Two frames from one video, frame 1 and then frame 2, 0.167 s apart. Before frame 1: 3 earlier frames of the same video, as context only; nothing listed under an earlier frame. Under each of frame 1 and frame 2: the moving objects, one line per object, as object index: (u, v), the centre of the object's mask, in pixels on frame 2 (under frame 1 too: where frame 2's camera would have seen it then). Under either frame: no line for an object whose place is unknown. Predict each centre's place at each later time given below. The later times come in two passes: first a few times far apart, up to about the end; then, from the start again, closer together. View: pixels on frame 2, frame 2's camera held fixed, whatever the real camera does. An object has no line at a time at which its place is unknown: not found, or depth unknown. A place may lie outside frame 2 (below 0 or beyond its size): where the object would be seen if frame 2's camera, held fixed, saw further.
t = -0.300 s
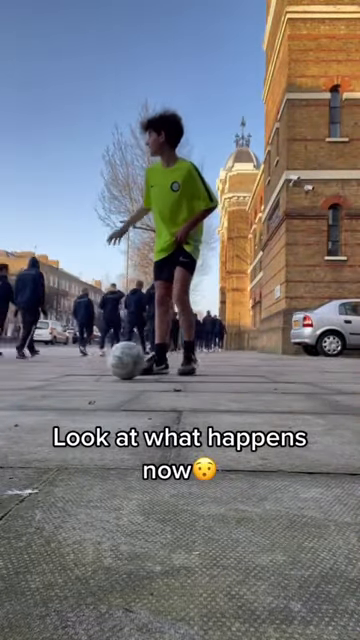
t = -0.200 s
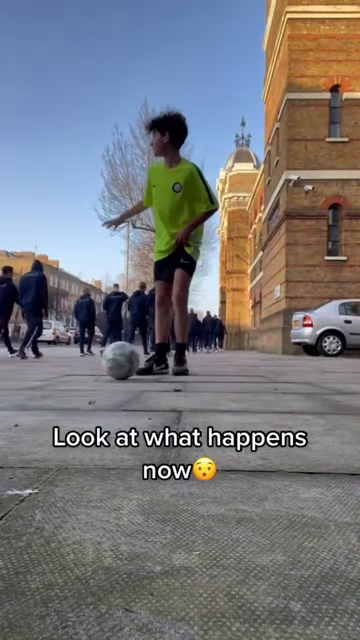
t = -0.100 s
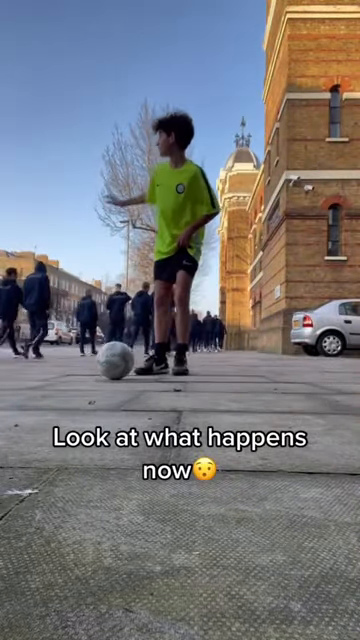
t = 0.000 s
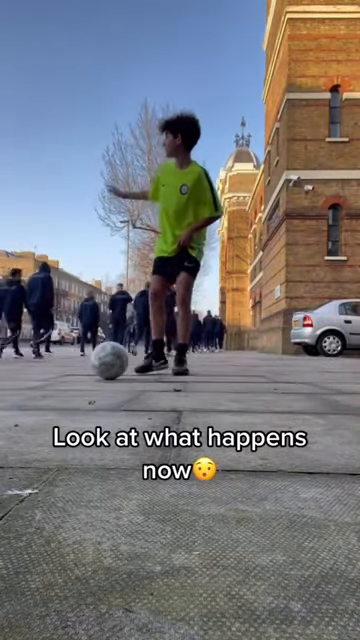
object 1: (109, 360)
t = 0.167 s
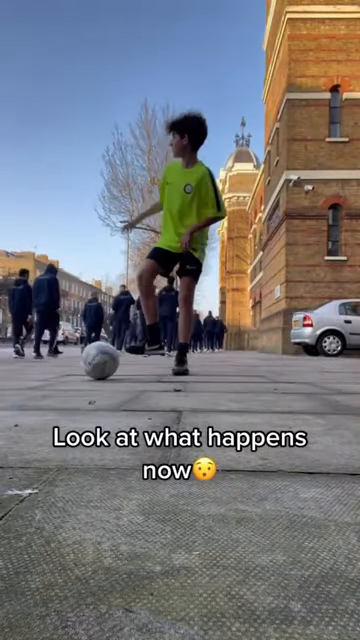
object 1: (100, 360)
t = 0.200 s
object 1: (98, 360)
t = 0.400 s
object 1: (87, 360)
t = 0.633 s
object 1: (74, 360)
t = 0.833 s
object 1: (64, 360)
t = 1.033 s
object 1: (55, 360)
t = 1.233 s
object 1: (48, 359)
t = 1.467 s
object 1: (37, 360)
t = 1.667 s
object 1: (27, 360)
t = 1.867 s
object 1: (16, 360)
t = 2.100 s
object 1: (10, 359)
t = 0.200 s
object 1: (98, 360)
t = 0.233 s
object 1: (97, 360)
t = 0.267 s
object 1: (95, 360)
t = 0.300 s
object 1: (93, 360)
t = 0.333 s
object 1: (91, 360)
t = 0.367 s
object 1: (89, 360)
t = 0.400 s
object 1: (87, 360)
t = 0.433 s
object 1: (85, 360)
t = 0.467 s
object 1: (83, 360)
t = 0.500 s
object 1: (81, 360)
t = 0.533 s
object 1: (79, 360)
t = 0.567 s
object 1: (77, 360)
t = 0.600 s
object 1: (76, 360)
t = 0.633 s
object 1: (74, 360)
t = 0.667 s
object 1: (72, 360)
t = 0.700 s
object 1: (71, 360)
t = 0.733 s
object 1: (69, 360)
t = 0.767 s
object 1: (67, 360)
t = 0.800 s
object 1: (66, 360)
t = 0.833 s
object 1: (64, 360)
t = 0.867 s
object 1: (63, 360)
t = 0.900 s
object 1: (61, 360)
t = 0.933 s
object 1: (60, 360)
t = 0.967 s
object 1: (58, 360)
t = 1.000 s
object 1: (57, 360)
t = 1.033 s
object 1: (55, 360)
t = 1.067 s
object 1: (54, 359)
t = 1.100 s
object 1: (53, 359)
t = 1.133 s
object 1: (52, 360)
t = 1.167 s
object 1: (50, 359)
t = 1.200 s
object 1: (49, 359)
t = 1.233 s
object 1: (48, 359)
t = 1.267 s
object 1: (47, 359)
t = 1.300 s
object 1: (45, 360)
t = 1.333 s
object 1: (44, 360)
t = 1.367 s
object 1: (42, 360)
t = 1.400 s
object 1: (40, 360)
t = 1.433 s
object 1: (39, 359)
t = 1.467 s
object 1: (37, 360)
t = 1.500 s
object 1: (36, 360)
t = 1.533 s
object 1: (34, 360)
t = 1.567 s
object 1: (32, 360)
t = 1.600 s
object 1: (30, 360)
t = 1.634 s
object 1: (28, 360)
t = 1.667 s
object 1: (27, 360)
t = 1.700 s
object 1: (25, 360)
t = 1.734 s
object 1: (23, 360)
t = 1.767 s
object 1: (21, 360)
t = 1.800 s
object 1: (19, 360)
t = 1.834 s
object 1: (18, 360)
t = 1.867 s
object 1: (16, 360)
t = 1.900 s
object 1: (15, 360)
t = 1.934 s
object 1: (14, 360)
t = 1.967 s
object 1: (13, 360)
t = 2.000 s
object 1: (12, 360)
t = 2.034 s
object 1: (12, 359)
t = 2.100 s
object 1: (10, 359)
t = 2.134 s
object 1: (9, 360)
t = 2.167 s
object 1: (8, 359)
